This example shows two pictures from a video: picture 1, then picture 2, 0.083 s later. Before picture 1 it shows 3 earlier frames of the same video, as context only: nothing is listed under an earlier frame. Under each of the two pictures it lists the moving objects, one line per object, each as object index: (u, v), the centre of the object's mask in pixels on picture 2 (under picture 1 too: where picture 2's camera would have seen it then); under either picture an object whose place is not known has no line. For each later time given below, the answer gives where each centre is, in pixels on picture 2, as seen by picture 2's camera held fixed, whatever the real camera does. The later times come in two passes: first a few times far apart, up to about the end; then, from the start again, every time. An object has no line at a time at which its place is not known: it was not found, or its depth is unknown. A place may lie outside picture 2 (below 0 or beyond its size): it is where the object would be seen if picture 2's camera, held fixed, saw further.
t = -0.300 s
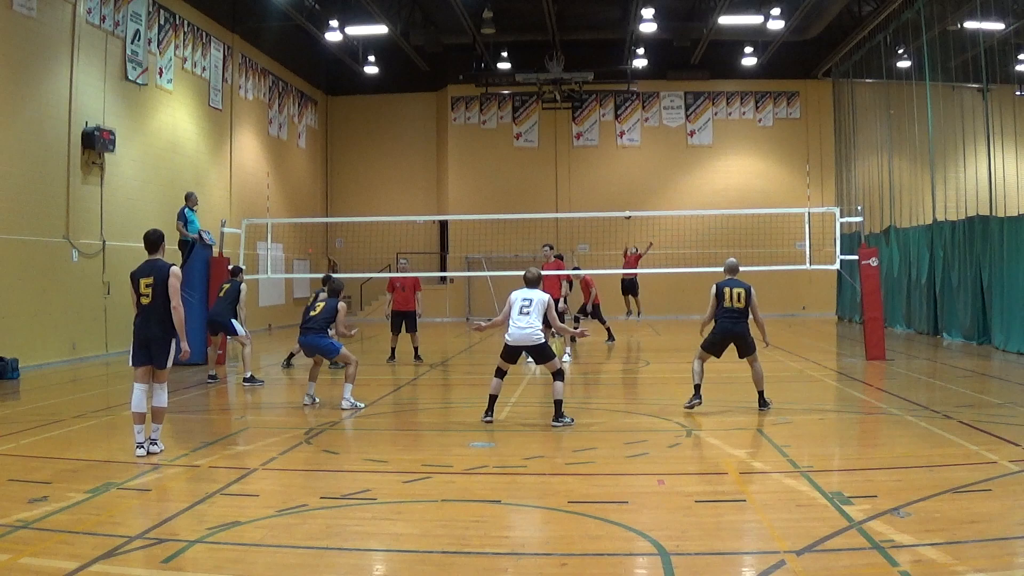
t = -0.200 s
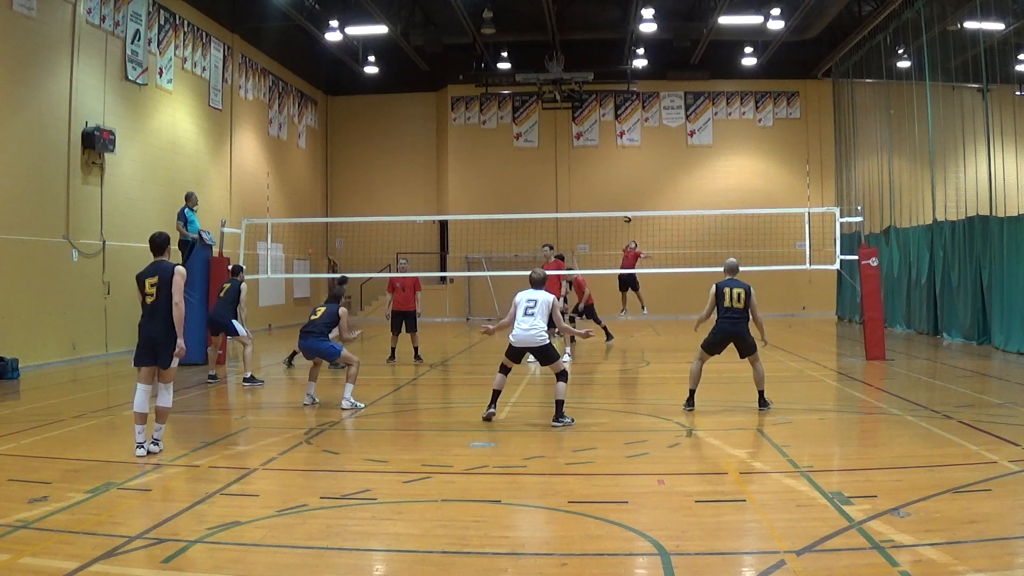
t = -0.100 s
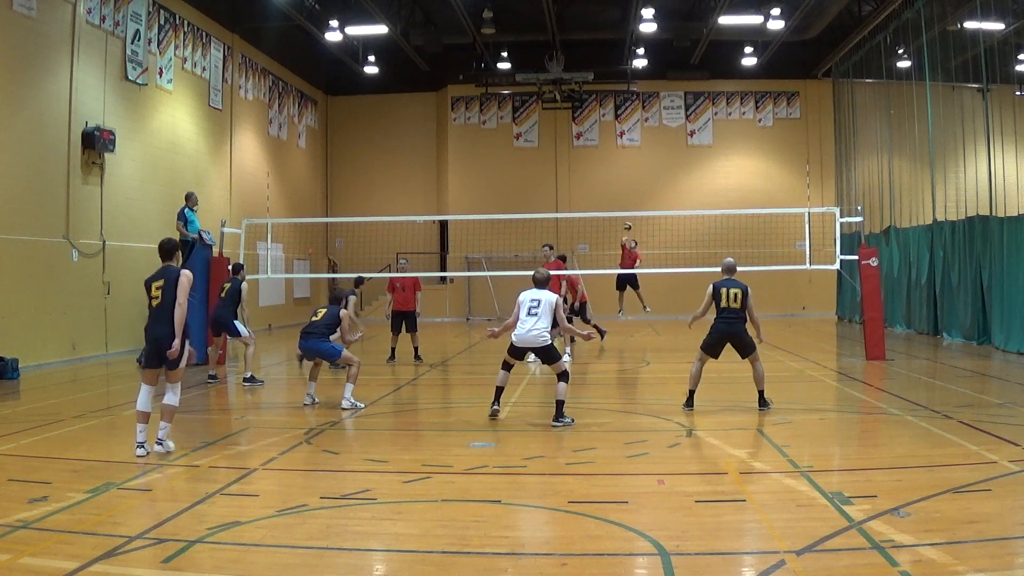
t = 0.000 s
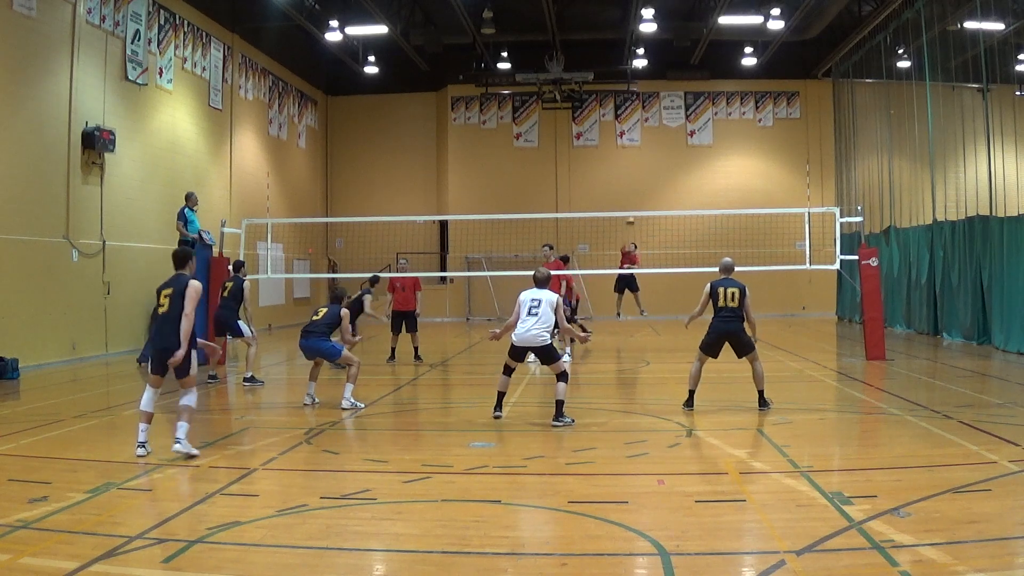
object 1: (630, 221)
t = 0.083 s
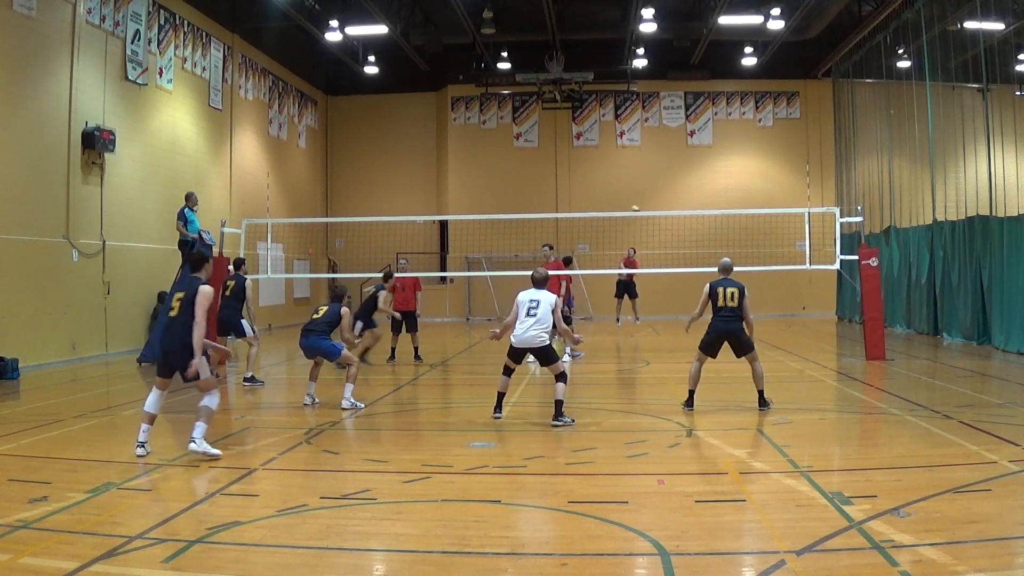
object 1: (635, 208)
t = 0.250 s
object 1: (644, 196)
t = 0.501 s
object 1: (662, 198)
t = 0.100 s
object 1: (636, 207)
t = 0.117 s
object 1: (636, 206)
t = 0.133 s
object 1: (638, 205)
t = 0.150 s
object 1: (639, 203)
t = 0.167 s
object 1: (639, 201)
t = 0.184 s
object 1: (640, 200)
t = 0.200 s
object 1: (641, 199)
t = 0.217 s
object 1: (642, 198)
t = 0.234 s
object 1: (643, 197)
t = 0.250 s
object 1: (644, 196)
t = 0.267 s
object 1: (645, 195)
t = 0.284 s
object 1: (646, 195)
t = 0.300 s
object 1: (647, 194)
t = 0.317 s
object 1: (648, 194)
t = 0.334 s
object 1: (649, 194)
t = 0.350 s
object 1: (651, 193)
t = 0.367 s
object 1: (652, 193)
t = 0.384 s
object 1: (653, 193)
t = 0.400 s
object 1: (654, 193)
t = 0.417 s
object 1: (655, 194)
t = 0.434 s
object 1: (656, 194)
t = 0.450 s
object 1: (658, 195)
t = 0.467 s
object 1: (659, 195)
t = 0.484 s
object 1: (661, 196)
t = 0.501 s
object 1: (662, 198)
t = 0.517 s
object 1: (664, 199)
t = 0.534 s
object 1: (665, 201)
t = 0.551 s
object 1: (667, 203)
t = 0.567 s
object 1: (669, 205)
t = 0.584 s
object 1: (671, 207)
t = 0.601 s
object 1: (673, 210)
